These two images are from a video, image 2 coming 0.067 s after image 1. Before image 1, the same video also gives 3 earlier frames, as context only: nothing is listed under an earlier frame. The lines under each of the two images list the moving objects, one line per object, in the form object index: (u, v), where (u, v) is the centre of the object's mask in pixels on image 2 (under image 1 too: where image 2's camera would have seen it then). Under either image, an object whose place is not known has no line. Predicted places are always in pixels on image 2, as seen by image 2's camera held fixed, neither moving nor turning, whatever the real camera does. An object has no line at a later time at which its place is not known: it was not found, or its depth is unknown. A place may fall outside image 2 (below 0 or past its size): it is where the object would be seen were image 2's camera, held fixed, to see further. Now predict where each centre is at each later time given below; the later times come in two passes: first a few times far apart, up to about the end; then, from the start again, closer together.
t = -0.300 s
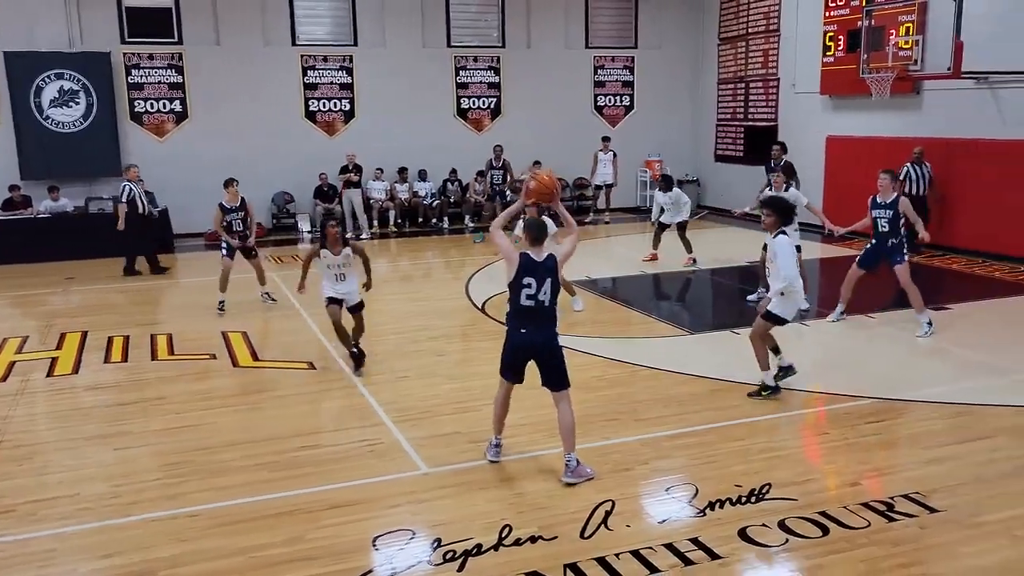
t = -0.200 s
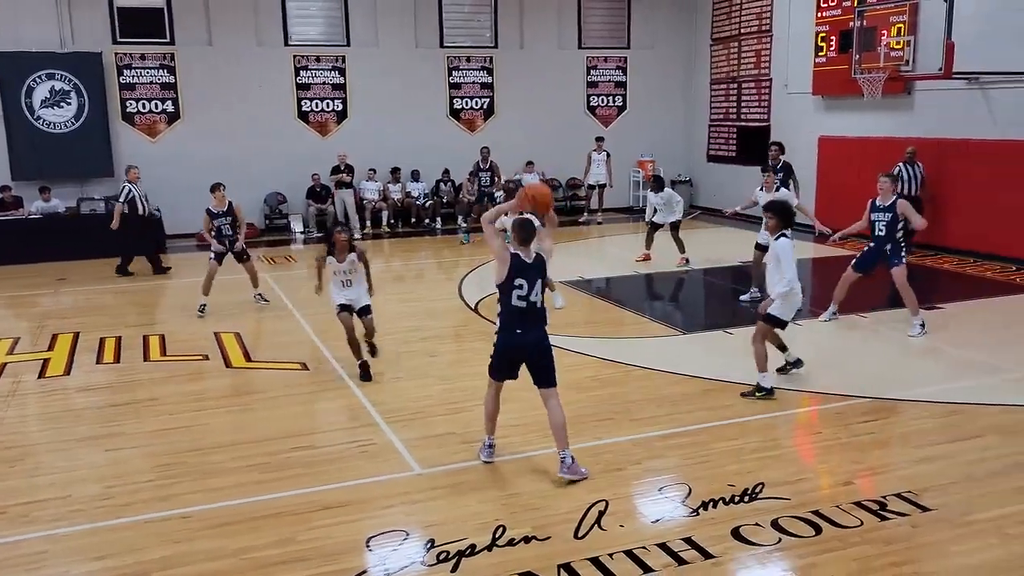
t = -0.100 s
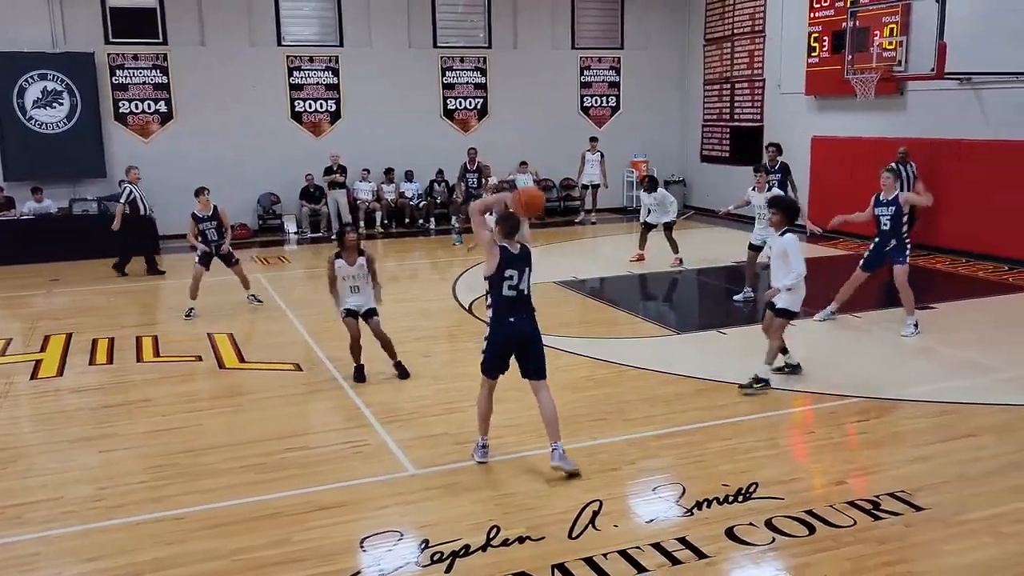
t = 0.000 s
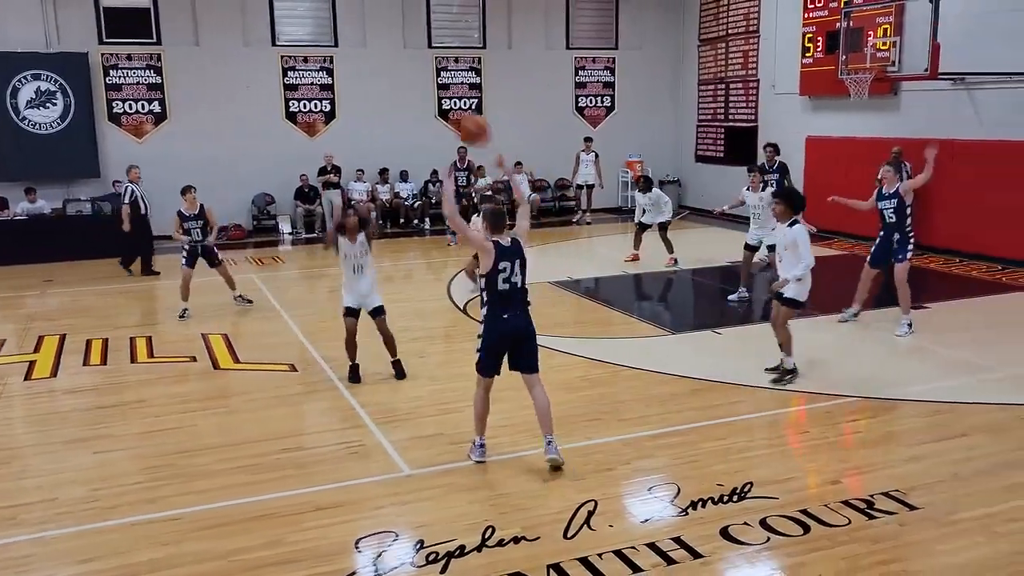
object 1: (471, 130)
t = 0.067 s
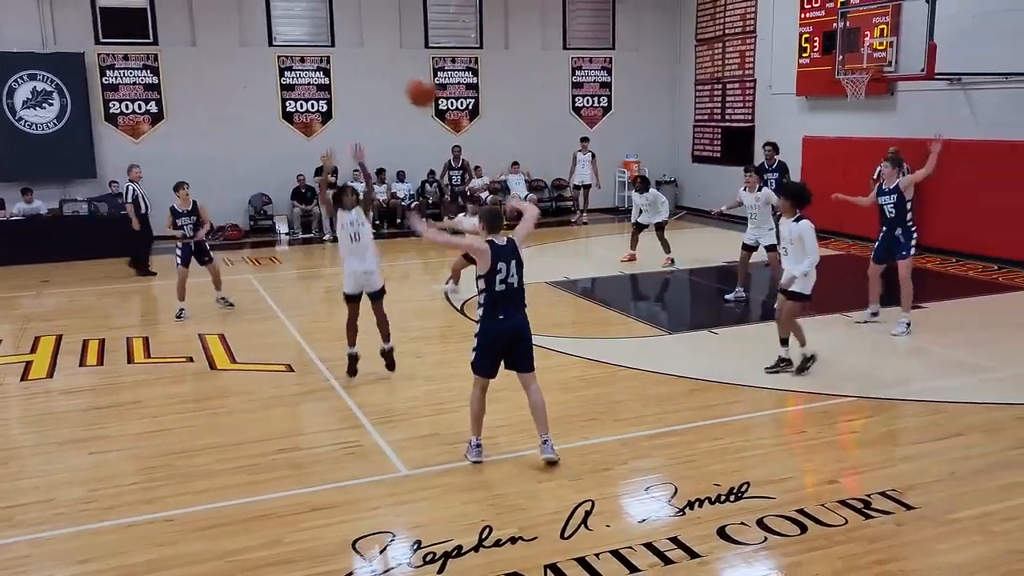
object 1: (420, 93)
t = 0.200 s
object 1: (345, 46)
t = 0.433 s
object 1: (241, 25)
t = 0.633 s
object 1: (178, 50)
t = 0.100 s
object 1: (401, 78)
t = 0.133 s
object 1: (381, 65)
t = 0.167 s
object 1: (362, 54)
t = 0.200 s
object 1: (345, 46)
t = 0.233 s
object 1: (327, 37)
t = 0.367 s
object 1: (266, 24)
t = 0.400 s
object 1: (252, 24)
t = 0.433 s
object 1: (241, 25)
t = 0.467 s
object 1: (229, 27)
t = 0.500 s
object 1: (217, 30)
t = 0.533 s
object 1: (207, 33)
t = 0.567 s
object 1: (197, 38)
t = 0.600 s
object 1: (187, 45)
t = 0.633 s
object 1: (178, 50)
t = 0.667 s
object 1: (170, 58)
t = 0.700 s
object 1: (161, 65)
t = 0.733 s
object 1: (153, 73)
